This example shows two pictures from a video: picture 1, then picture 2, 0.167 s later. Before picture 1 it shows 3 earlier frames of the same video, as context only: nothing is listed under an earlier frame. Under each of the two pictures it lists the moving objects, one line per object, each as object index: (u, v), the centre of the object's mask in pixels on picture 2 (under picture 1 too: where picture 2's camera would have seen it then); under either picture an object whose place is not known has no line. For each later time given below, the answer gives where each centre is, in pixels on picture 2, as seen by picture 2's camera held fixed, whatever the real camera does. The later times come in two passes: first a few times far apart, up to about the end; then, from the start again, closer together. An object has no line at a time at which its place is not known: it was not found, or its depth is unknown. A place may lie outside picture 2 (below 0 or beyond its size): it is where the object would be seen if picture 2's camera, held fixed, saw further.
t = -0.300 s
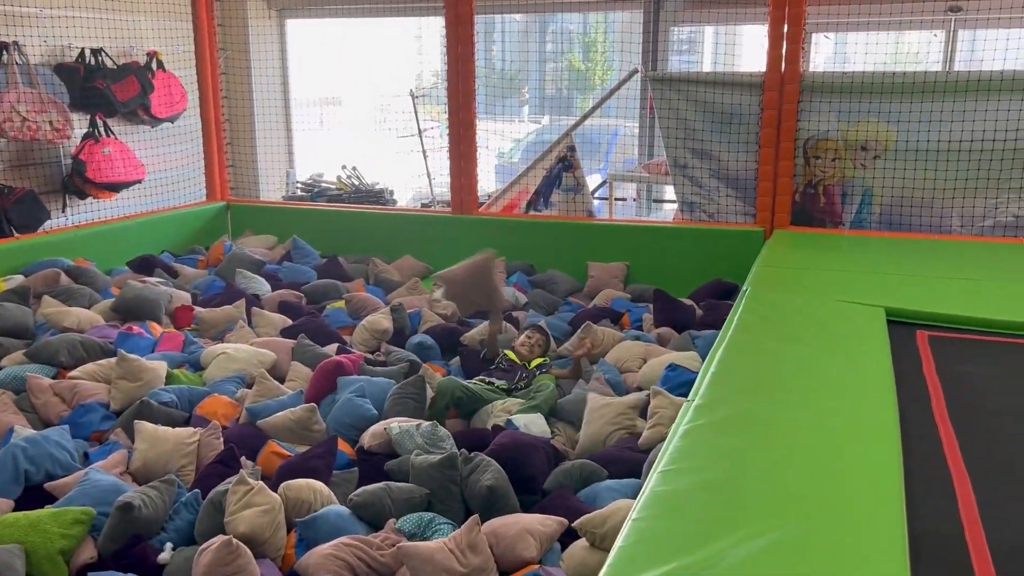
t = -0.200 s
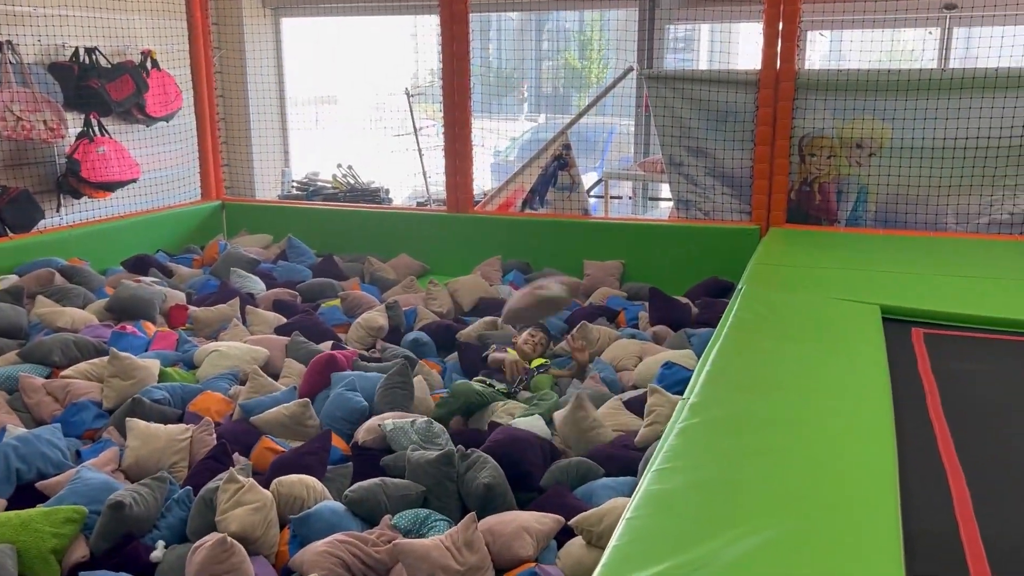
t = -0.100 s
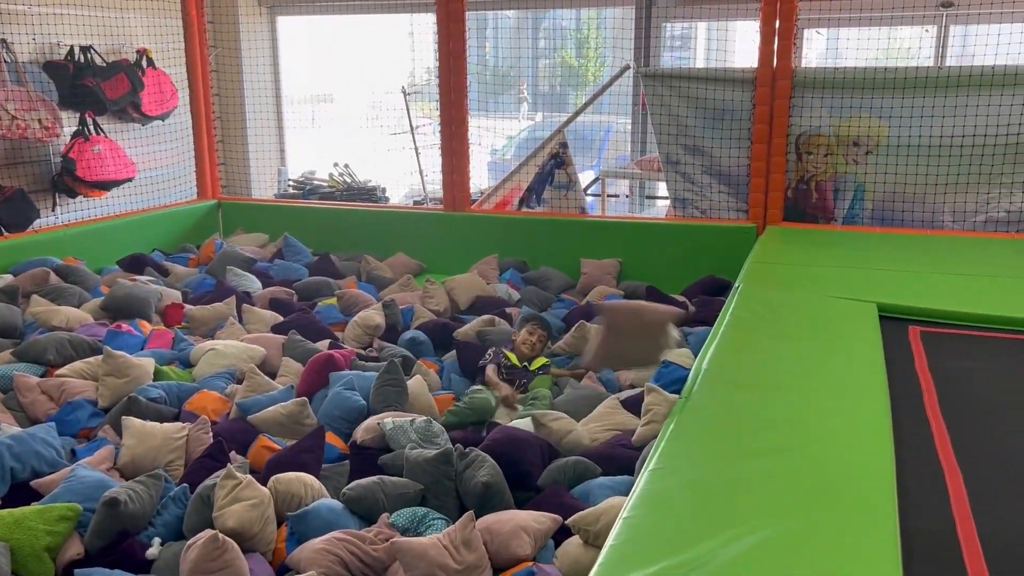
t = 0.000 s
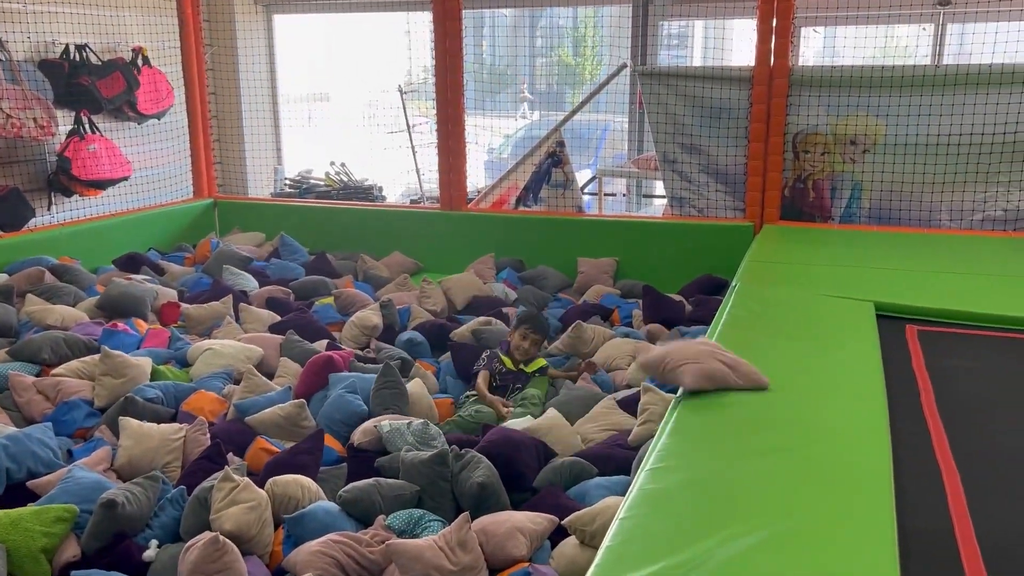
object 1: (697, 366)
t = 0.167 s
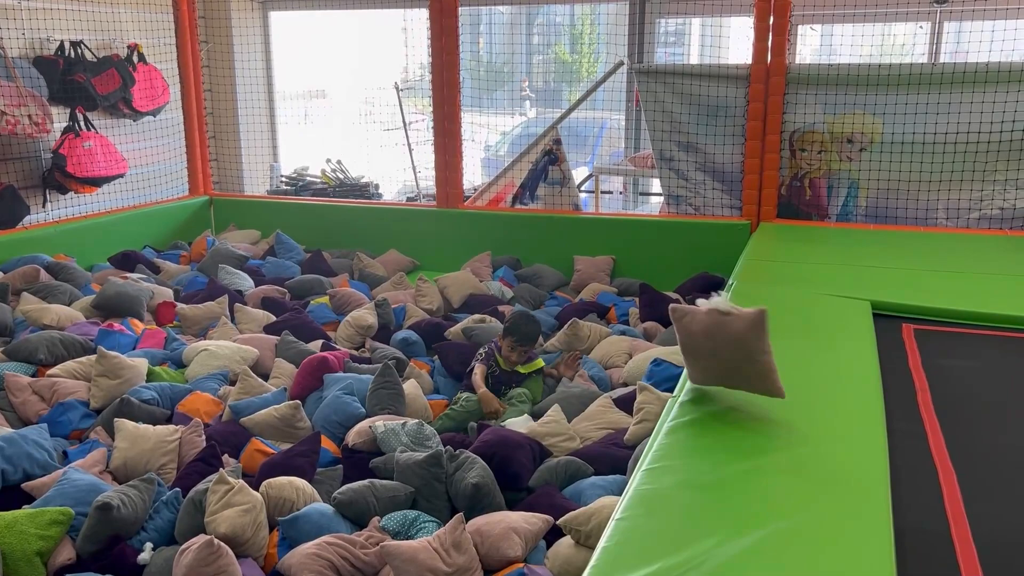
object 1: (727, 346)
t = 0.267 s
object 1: (750, 379)
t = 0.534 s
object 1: (798, 434)
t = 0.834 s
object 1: (796, 443)
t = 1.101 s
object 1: (796, 443)
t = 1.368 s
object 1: (796, 443)
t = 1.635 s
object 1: (796, 442)
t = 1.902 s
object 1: (796, 442)
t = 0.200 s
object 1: (735, 353)
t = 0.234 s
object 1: (743, 364)
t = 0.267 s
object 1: (750, 379)
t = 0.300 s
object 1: (755, 399)
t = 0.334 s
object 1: (764, 422)
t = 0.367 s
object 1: (775, 432)
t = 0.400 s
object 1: (781, 428)
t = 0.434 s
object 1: (786, 426)
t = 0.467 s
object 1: (792, 428)
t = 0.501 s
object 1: (796, 431)
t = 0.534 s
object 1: (798, 434)
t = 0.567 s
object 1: (800, 438)
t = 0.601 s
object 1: (799, 442)
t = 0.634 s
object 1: (797, 444)
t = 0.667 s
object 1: (795, 443)
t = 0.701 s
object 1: (794, 442)
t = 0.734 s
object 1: (794, 442)
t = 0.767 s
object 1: (795, 442)
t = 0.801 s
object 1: (796, 442)
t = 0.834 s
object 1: (796, 443)
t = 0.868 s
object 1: (796, 443)
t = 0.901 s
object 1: (796, 443)
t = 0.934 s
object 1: (796, 443)
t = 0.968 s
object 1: (796, 443)
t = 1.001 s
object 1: (796, 443)
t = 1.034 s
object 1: (796, 443)
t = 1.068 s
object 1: (796, 443)
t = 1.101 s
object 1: (796, 443)
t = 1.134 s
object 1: (796, 443)
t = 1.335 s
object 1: (796, 442)
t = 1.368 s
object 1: (796, 443)
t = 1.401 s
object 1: (796, 442)
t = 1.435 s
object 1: (796, 442)
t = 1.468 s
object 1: (796, 442)
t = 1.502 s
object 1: (796, 442)
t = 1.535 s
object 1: (796, 442)
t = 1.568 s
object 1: (796, 442)
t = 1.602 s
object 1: (796, 442)
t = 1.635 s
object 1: (796, 442)
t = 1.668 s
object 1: (796, 443)
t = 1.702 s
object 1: (796, 442)
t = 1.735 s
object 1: (796, 443)
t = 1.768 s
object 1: (796, 443)
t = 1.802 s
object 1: (796, 443)
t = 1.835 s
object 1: (796, 443)
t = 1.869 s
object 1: (796, 442)
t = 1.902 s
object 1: (796, 442)
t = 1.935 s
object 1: (796, 443)
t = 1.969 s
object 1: (796, 443)
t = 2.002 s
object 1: (797, 443)
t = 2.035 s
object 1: (797, 443)
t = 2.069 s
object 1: (797, 443)
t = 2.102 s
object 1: (796, 443)
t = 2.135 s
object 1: (797, 443)
